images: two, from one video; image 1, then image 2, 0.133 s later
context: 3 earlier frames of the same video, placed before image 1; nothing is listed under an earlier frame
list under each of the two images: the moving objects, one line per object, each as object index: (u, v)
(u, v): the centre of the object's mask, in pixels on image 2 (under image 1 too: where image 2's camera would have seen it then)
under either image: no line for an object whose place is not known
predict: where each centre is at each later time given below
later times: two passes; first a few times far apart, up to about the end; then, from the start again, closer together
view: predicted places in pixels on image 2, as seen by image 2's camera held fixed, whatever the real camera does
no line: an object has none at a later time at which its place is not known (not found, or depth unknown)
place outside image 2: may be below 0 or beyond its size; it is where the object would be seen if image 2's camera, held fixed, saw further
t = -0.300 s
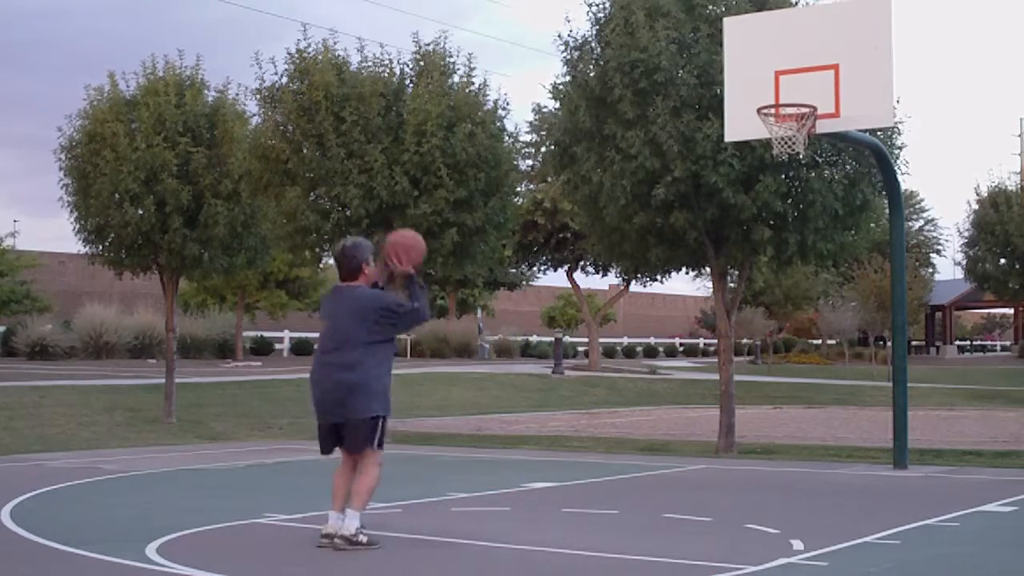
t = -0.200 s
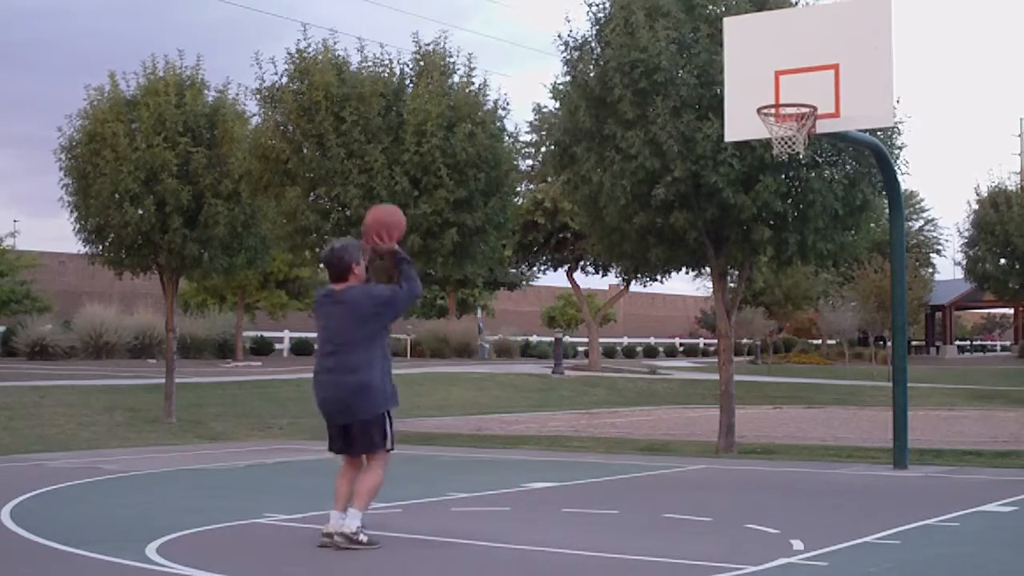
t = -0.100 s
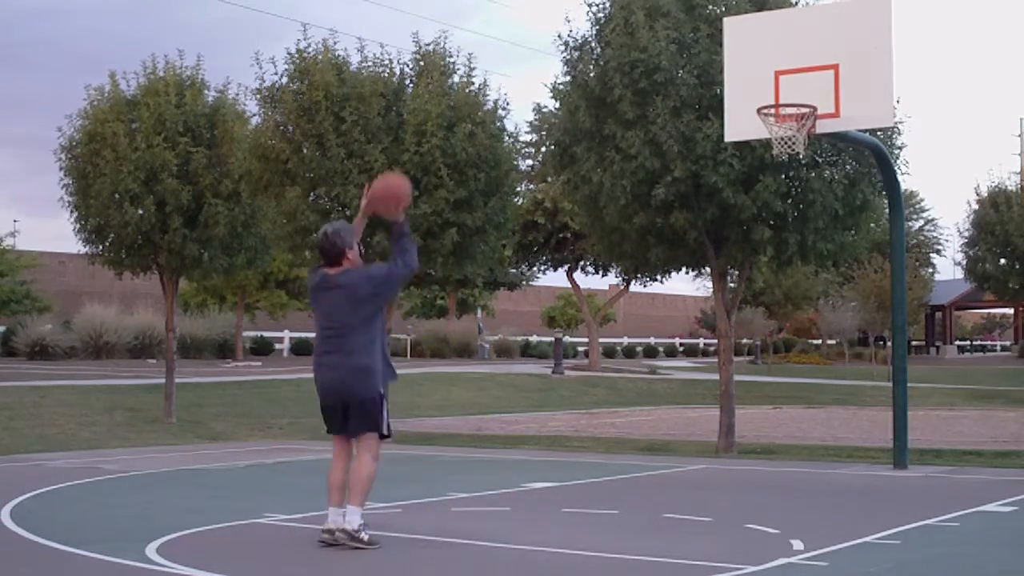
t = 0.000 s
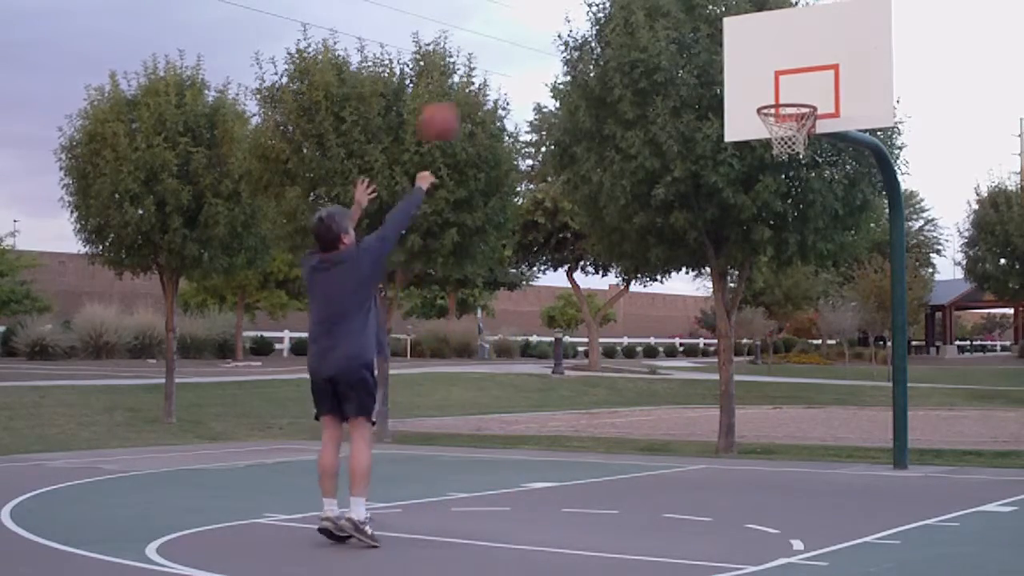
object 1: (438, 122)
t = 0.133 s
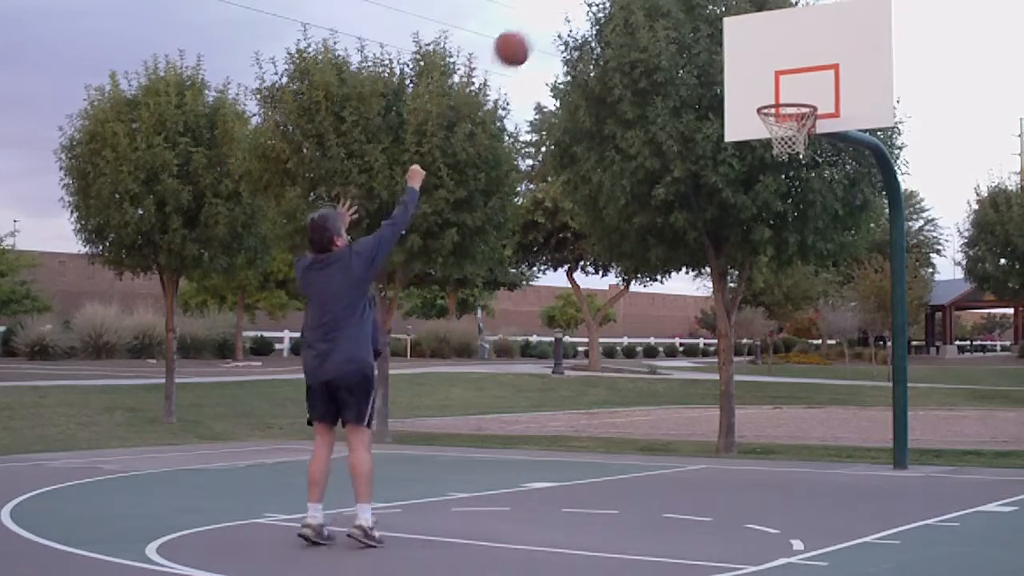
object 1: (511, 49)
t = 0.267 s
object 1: (577, 12)
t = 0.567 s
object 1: (703, 14)
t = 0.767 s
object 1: (774, 80)
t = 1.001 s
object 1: (760, 86)
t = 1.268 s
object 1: (732, 67)
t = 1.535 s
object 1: (707, 134)
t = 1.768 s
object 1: (685, 271)
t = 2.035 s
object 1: (656, 455)
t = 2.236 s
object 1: (632, 327)
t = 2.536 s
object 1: (599, 222)
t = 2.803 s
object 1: (568, 227)
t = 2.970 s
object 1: (549, 277)
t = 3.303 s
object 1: (515, 482)
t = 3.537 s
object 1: (490, 361)
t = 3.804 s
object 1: (462, 307)
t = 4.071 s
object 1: (435, 347)
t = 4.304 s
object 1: (412, 461)
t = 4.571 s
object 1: (393, 392)
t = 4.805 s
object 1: (376, 363)
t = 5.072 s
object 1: (357, 417)
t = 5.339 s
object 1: (343, 438)
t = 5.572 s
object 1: (333, 399)
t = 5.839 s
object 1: (319, 438)
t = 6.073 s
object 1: (309, 446)
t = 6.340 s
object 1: (300, 423)
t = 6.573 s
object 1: (291, 478)
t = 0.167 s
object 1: (528, 36)
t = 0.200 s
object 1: (545, 25)
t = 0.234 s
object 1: (561, 16)
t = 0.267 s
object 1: (577, 12)
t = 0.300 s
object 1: (593, 9)
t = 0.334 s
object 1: (609, 7)
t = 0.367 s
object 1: (622, 6)
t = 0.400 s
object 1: (639, 6)
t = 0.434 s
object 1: (652, 6)
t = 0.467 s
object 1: (664, 6)
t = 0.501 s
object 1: (679, 8)
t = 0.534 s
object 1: (690, 11)
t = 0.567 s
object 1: (703, 14)
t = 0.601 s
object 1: (715, 21)
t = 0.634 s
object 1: (727, 30)
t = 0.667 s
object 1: (740, 41)
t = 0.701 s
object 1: (751, 53)
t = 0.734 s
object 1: (763, 66)
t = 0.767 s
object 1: (774, 80)
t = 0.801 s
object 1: (785, 93)
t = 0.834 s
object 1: (793, 99)
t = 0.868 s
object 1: (799, 104)
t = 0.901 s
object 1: (785, 101)
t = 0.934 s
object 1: (771, 99)
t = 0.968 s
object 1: (763, 93)
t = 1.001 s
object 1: (760, 86)
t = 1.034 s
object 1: (756, 79)
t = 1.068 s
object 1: (753, 73)
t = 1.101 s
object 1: (750, 69)
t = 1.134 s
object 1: (747, 66)
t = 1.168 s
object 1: (743, 64)
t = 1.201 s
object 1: (740, 64)
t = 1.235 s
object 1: (736, 65)
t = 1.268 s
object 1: (732, 67)
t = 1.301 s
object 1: (730, 71)
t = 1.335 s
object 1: (726, 76)
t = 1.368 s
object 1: (723, 82)
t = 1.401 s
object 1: (720, 90)
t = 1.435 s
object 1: (716, 100)
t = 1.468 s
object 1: (713, 110)
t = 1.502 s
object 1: (710, 122)
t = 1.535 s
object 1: (707, 134)
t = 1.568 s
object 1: (703, 150)
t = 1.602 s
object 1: (700, 167)
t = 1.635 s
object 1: (697, 186)
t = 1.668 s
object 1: (694, 205)
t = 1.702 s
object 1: (690, 226)
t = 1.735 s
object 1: (688, 248)
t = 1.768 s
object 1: (685, 271)
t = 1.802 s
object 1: (681, 301)
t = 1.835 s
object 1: (679, 326)
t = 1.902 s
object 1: (671, 388)
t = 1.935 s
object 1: (668, 421)
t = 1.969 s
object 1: (665, 454)
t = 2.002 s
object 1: (661, 481)
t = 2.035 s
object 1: (656, 455)
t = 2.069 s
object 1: (652, 430)
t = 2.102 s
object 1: (649, 405)
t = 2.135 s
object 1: (645, 385)
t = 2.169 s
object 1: (641, 362)
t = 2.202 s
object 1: (638, 344)
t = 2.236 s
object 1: (632, 327)
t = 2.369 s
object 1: (618, 266)
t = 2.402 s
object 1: (614, 254)
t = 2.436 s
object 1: (610, 245)
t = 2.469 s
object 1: (606, 235)
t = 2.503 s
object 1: (603, 228)
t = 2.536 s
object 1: (599, 222)
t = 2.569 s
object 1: (595, 218)
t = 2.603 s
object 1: (591, 216)
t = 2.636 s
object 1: (587, 215)
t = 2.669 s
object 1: (583, 214)
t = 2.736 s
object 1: (576, 217)
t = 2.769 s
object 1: (573, 221)
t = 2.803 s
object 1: (568, 227)
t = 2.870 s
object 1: (560, 242)
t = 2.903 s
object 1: (557, 252)
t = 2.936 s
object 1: (553, 263)
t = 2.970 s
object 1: (549, 277)
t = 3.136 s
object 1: (531, 364)
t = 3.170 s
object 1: (527, 388)
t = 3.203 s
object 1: (524, 411)
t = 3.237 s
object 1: (522, 437)
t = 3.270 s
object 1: (518, 462)
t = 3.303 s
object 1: (515, 482)
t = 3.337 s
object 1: (511, 461)
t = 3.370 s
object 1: (508, 442)
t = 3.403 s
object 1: (504, 423)
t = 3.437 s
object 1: (499, 405)
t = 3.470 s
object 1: (497, 389)
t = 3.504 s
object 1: (494, 375)
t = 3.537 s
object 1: (490, 361)
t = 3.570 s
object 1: (487, 349)
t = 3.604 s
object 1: (483, 339)
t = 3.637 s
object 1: (480, 331)
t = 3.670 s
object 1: (474, 323)
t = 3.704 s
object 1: (472, 317)
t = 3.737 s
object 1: (470, 312)
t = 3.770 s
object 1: (465, 309)
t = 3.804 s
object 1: (462, 307)
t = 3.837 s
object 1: (459, 307)
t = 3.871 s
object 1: (456, 309)
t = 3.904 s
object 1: (452, 311)
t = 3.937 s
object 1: (449, 315)
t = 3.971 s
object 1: (445, 321)
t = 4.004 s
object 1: (442, 327)
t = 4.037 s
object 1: (436, 333)
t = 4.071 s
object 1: (435, 347)
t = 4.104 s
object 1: (432, 357)
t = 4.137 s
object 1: (428, 371)
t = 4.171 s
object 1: (424, 388)
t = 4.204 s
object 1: (422, 402)
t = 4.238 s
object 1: (419, 422)
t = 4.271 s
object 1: (415, 444)
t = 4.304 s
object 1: (412, 461)
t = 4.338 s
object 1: (409, 483)
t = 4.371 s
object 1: (407, 473)
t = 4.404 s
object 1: (404, 456)
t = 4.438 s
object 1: (402, 442)
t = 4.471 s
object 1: (400, 425)
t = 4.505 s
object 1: (397, 413)
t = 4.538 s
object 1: (396, 403)
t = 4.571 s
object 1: (393, 392)
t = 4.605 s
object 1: (390, 385)
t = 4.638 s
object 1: (389, 377)
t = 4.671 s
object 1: (385, 372)
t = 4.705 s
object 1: (383, 367)
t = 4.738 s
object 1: (381, 364)
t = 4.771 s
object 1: (379, 363)
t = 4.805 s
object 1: (376, 363)
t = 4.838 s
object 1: (374, 364)
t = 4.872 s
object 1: (372, 367)
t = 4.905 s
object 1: (369, 372)
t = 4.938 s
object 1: (367, 378)
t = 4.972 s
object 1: (364, 386)
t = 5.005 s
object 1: (362, 394)
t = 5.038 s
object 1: (360, 405)
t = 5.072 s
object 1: (357, 417)
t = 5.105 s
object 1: (355, 431)
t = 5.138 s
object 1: (354, 447)
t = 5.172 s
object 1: (350, 464)
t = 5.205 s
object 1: (348, 481)
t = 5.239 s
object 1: (346, 476)
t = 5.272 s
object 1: (345, 462)
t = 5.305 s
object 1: (344, 449)
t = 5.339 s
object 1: (343, 438)
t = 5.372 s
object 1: (341, 427)
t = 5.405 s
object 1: (339, 419)
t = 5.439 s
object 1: (338, 412)
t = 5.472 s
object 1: (336, 407)
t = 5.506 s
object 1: (335, 402)
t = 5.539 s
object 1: (334, 400)
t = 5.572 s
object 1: (333, 399)
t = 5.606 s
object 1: (332, 399)
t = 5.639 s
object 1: (330, 400)
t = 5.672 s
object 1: (327, 402)
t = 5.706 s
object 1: (325, 406)
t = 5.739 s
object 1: (324, 413)
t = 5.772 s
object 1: (322, 420)
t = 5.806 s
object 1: (320, 429)
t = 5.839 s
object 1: (319, 438)
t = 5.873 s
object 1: (318, 451)
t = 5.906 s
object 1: (316, 465)
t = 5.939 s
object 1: (314, 480)
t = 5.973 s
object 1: (313, 479)
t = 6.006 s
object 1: (312, 466)
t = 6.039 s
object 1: (310, 456)
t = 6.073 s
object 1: (309, 446)
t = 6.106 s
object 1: (307, 438)
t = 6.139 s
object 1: (308, 431)
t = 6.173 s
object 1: (305, 427)
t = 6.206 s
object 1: (304, 423)
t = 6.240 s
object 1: (303, 421)
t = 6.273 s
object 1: (302, 421)
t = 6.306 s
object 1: (301, 421)
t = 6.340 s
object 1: (300, 423)
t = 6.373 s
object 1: (298, 427)
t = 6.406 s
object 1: (297, 432)
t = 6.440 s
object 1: (296, 438)
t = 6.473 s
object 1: (295, 446)
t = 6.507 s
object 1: (294, 455)
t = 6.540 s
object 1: (292, 464)
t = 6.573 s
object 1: (291, 478)
